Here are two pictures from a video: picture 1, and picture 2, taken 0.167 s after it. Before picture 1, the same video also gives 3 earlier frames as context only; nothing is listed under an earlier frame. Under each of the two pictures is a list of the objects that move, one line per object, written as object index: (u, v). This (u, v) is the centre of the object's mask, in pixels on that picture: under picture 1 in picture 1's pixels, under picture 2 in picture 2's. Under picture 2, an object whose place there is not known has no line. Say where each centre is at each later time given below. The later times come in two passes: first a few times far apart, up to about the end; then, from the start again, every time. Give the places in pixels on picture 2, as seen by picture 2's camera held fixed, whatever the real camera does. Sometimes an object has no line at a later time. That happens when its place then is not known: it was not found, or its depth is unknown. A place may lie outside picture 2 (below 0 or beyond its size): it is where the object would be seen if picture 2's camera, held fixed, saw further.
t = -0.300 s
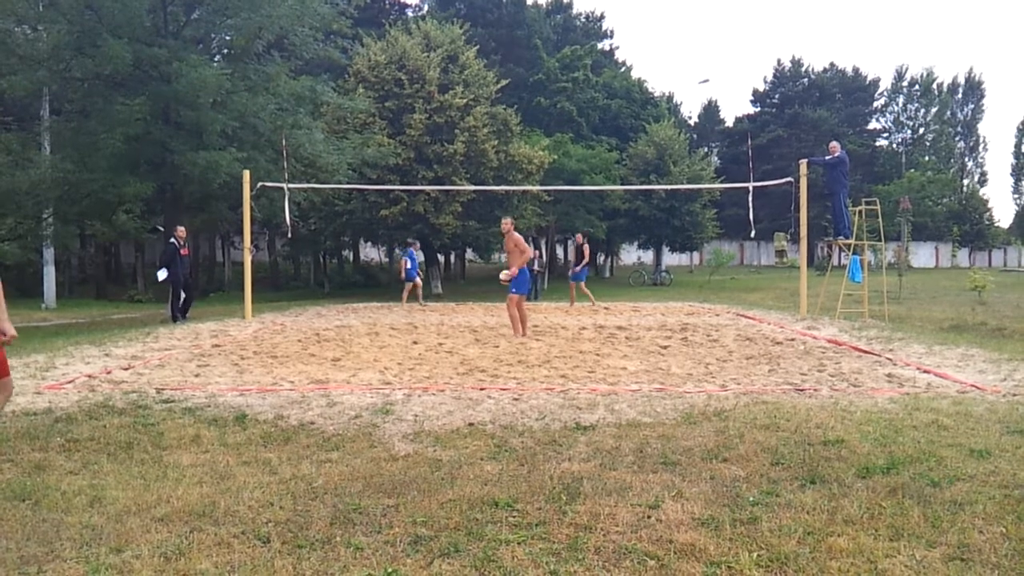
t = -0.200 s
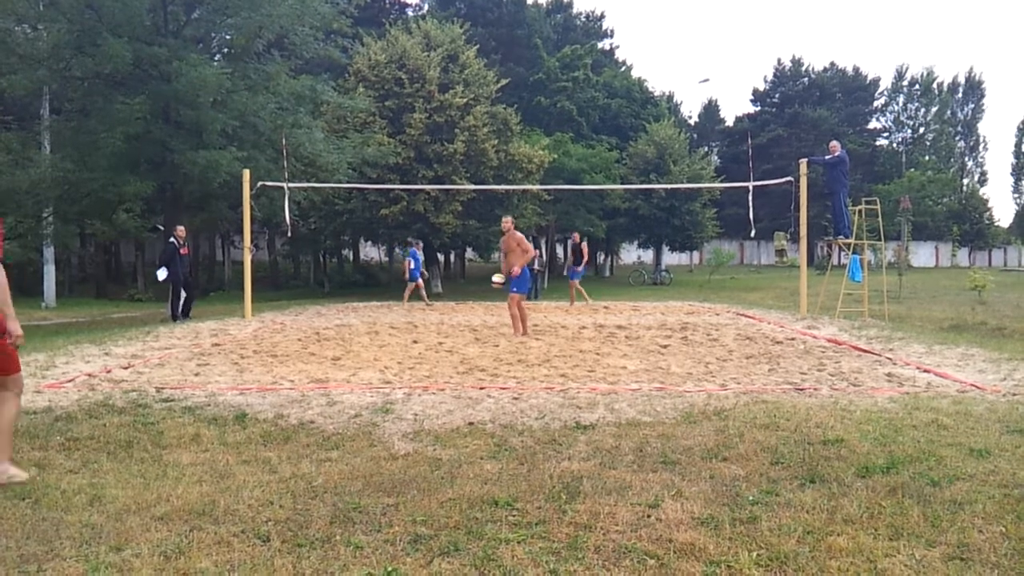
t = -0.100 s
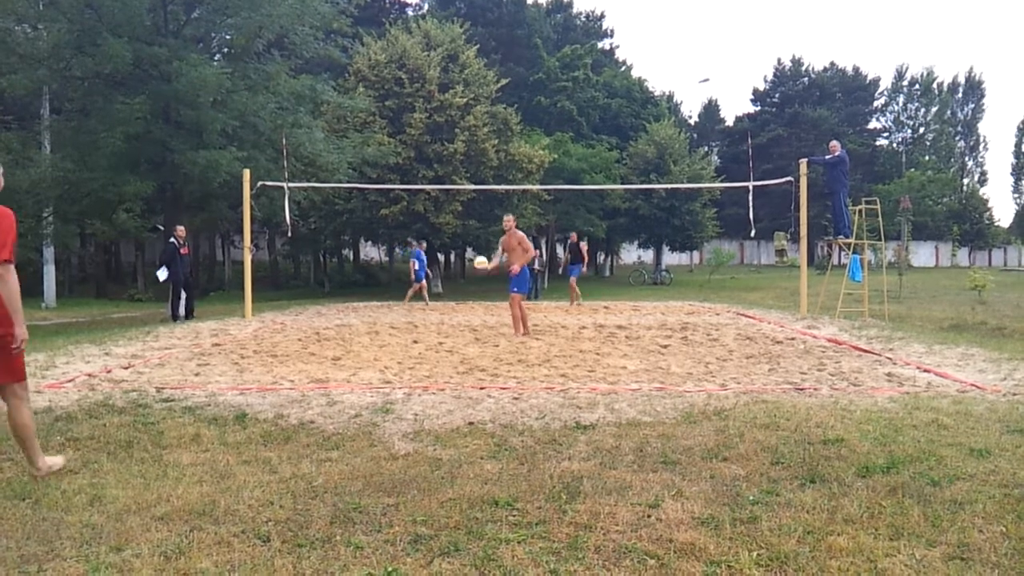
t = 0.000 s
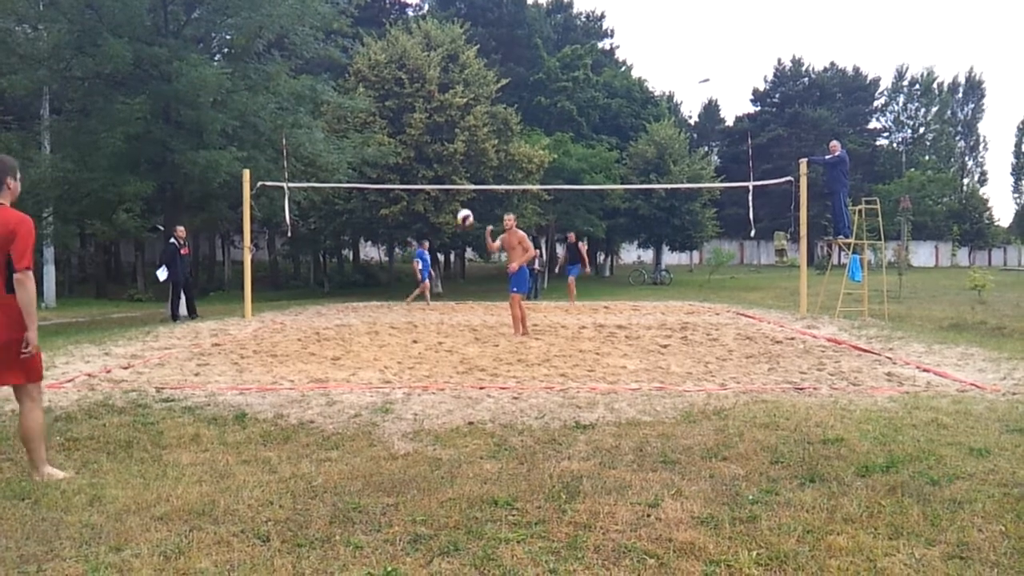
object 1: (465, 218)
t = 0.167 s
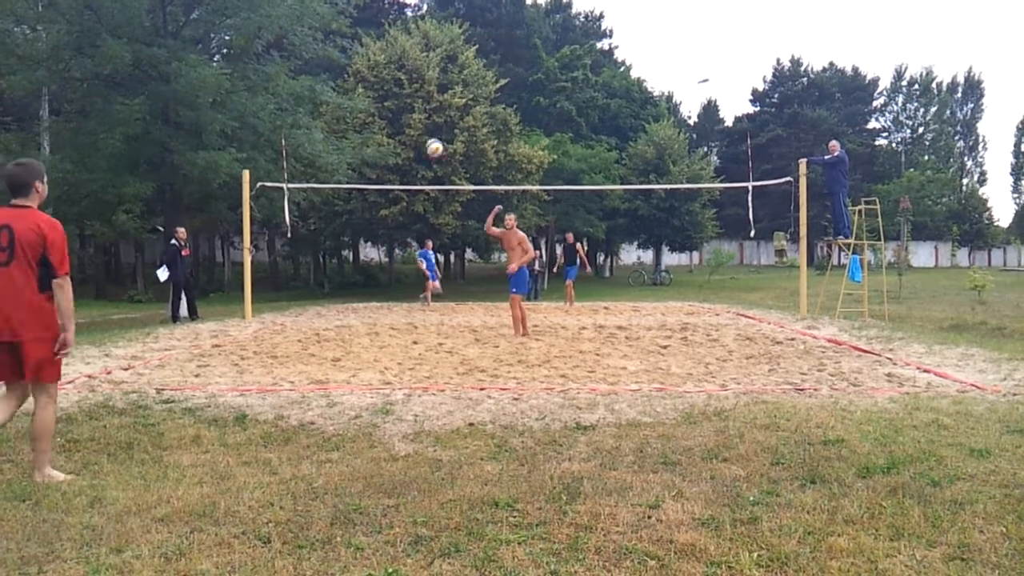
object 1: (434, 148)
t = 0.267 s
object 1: (414, 110)
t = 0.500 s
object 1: (355, 42)
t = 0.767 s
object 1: (264, 17)
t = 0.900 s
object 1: (205, 35)
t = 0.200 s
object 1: (427, 135)
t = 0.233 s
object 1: (421, 122)
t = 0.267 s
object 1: (414, 110)
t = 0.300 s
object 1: (406, 98)
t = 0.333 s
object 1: (399, 88)
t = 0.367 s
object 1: (390, 76)
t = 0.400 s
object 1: (382, 68)
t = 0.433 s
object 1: (373, 59)
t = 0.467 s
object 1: (364, 50)
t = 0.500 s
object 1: (355, 42)
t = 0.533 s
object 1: (345, 37)
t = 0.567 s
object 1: (335, 31)
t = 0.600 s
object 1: (324, 25)
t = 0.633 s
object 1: (313, 22)
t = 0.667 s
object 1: (302, 19)
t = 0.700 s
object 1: (290, 17)
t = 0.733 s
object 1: (278, 16)
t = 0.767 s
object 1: (264, 17)
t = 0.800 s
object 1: (251, 19)
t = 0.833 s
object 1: (236, 23)
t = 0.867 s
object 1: (221, 28)
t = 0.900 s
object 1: (205, 35)
